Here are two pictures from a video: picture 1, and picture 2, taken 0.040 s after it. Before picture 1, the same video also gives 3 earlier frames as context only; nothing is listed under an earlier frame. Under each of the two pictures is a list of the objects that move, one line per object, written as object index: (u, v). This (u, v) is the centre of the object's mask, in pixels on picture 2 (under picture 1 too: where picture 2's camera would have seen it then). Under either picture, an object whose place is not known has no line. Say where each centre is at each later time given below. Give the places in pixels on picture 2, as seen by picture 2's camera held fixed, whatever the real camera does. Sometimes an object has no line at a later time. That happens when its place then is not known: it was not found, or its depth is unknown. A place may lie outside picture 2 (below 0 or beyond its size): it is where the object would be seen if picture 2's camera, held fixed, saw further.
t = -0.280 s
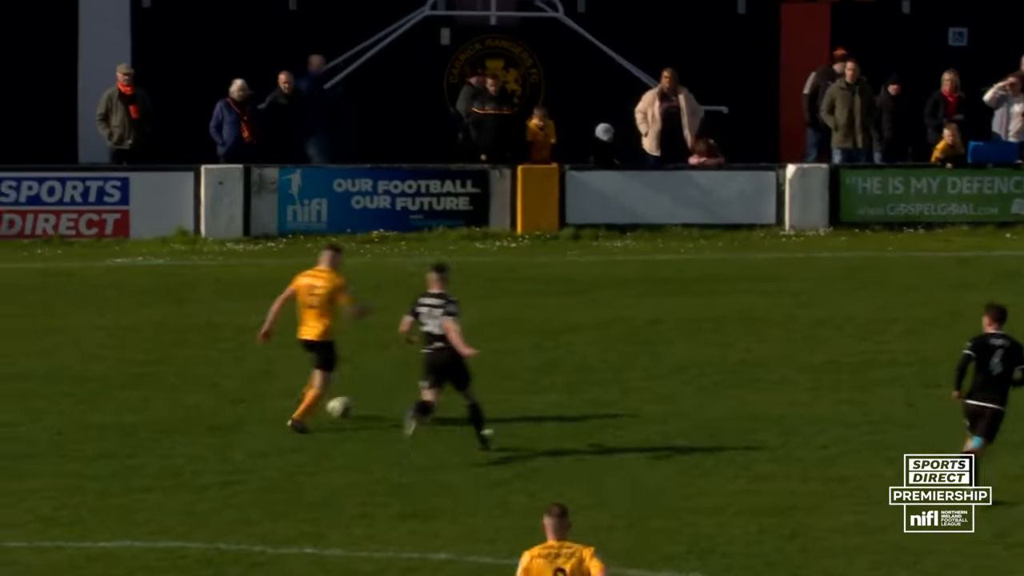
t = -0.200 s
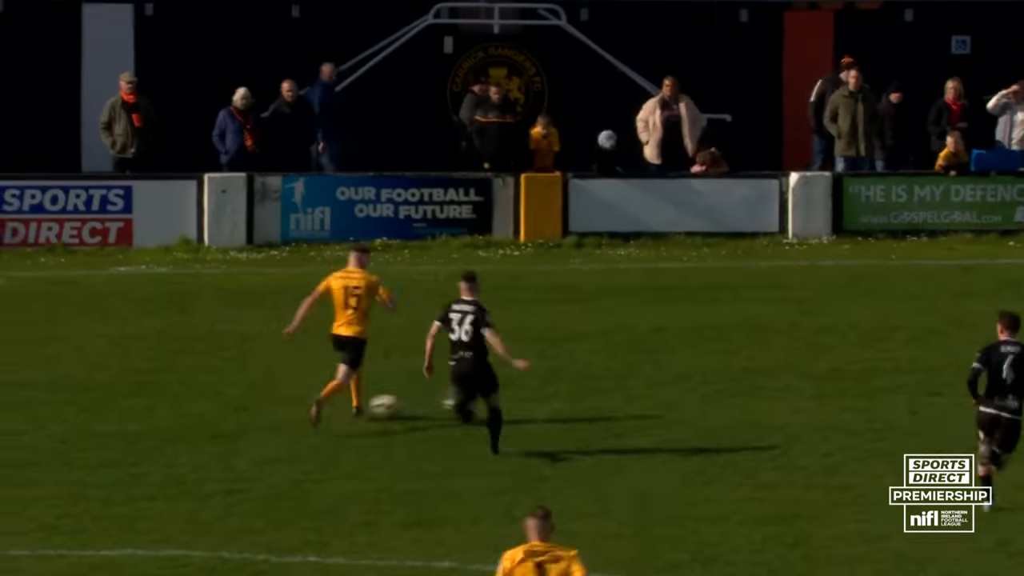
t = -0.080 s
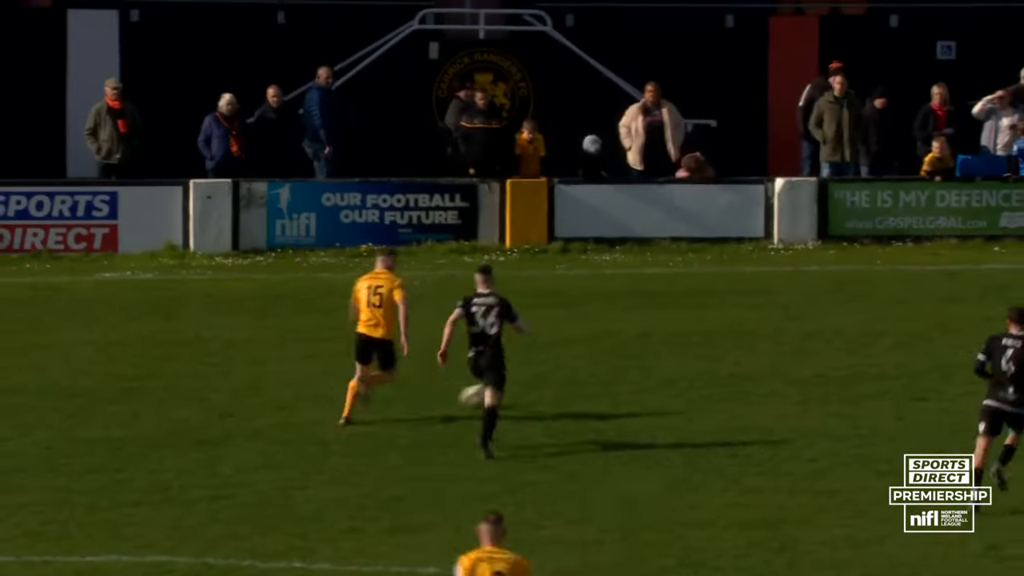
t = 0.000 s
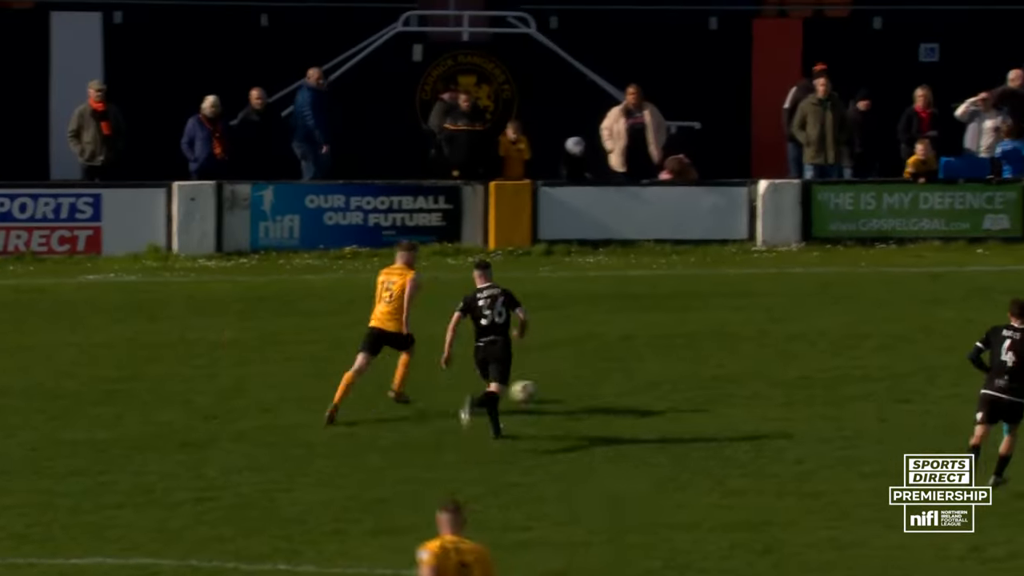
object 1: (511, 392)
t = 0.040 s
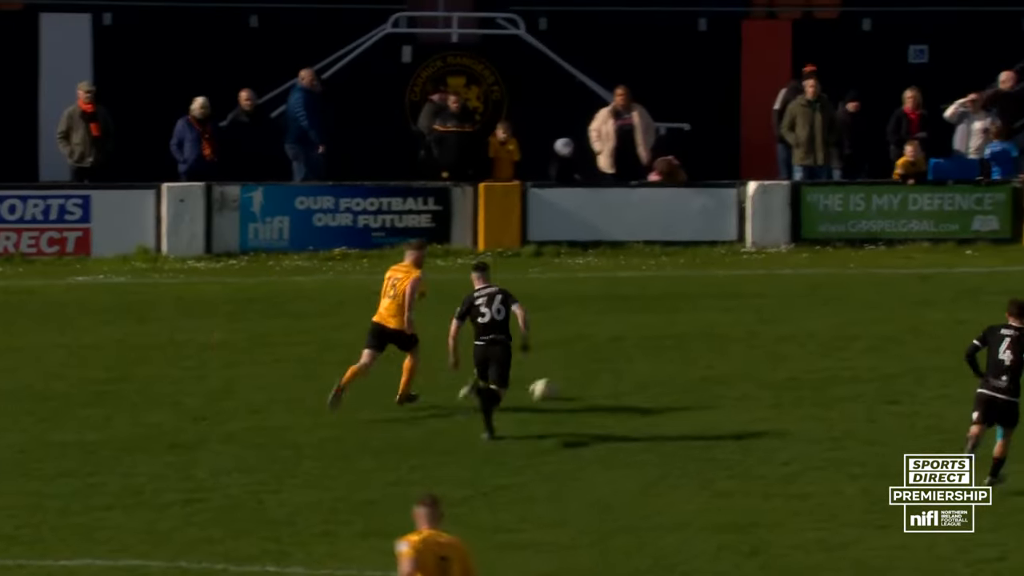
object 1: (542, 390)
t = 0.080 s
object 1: (570, 385)
